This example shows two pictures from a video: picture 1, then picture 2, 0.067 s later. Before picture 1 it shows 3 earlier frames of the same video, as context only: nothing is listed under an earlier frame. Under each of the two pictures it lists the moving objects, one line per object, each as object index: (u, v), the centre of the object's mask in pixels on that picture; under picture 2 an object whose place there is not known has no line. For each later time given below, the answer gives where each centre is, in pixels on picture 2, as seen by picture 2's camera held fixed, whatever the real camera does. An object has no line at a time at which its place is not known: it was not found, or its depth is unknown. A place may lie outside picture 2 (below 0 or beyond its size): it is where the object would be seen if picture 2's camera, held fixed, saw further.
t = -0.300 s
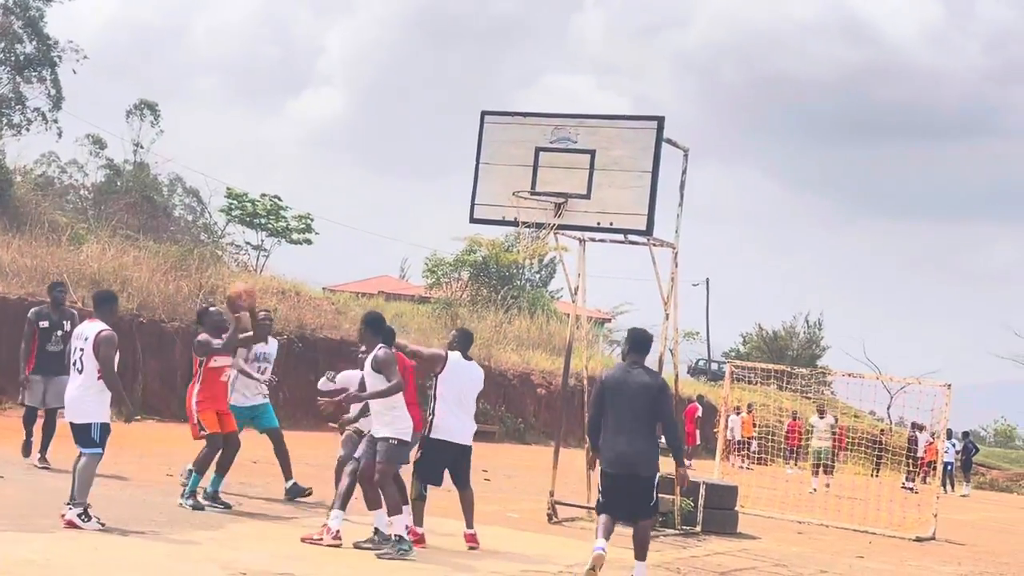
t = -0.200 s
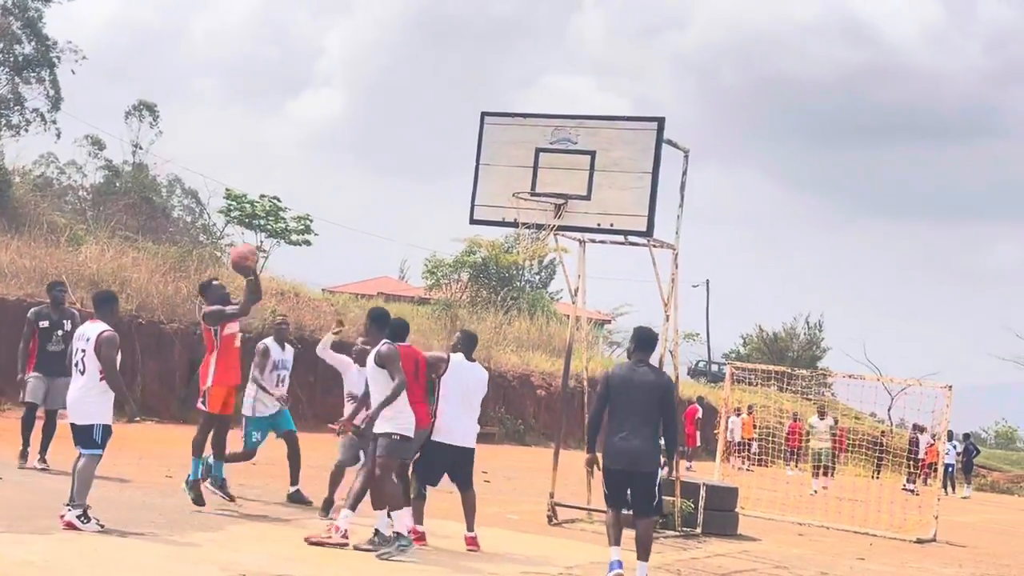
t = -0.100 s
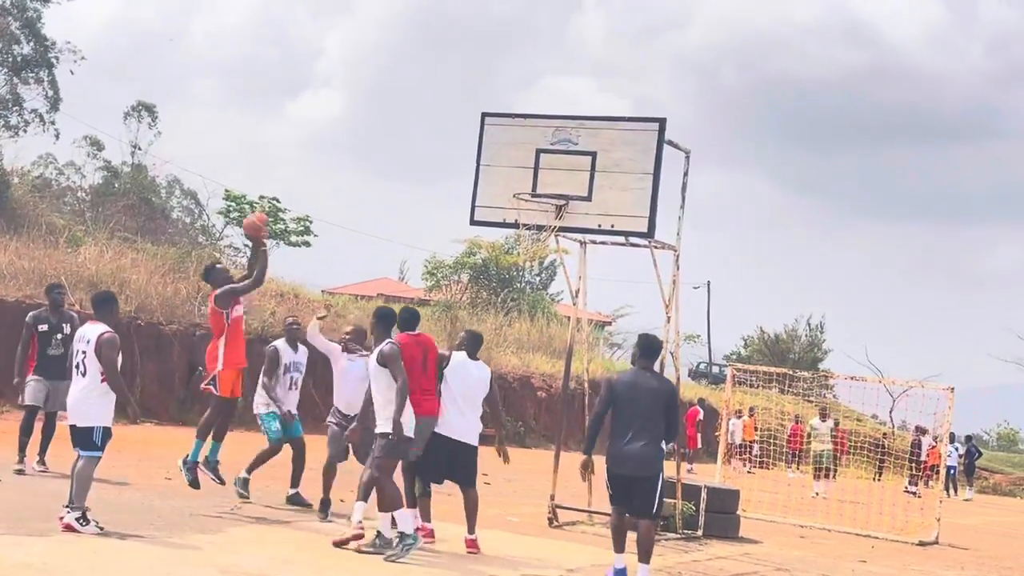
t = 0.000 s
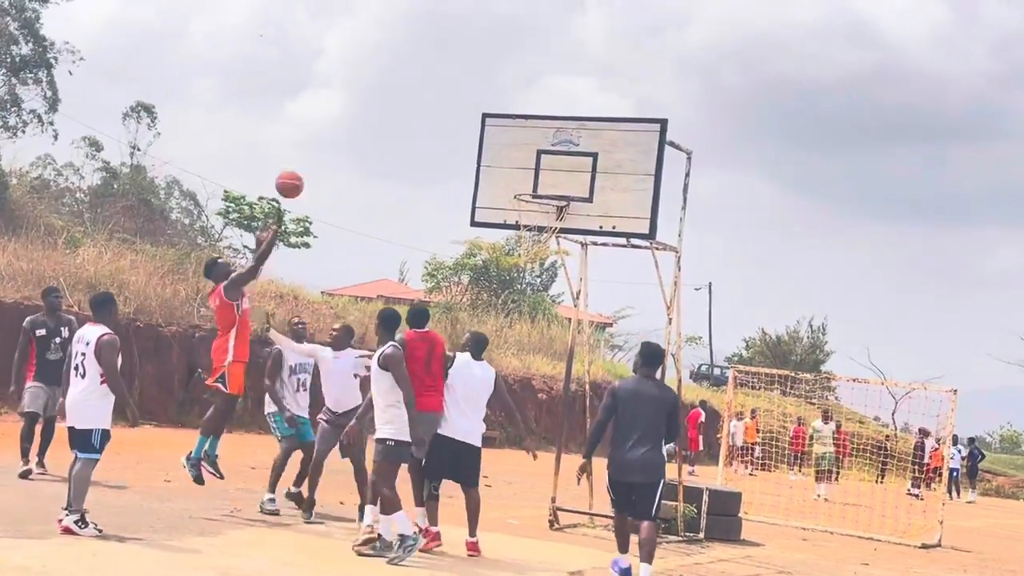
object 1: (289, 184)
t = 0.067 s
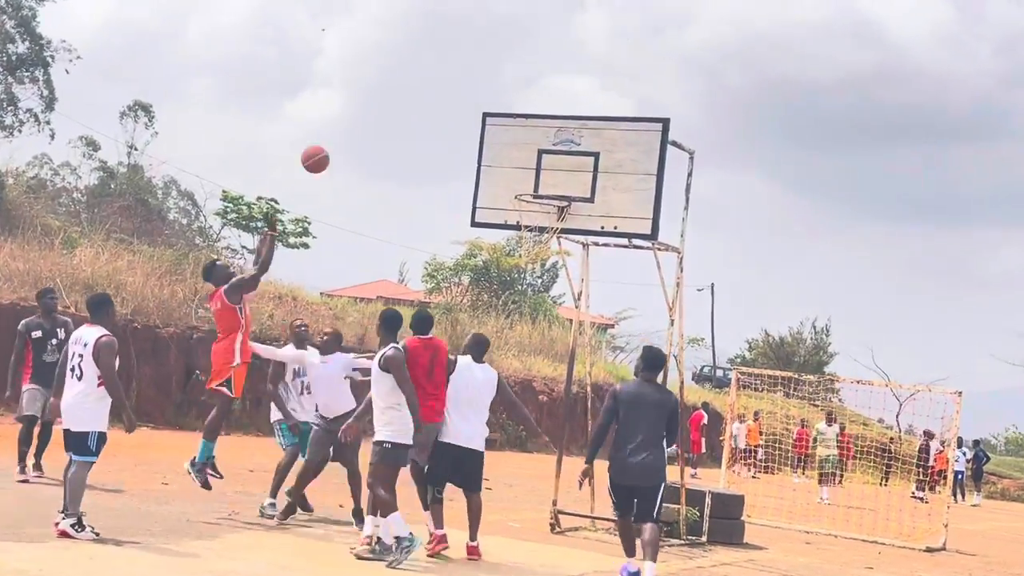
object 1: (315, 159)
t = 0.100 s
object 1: (328, 149)
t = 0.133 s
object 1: (341, 140)
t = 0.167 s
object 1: (354, 132)
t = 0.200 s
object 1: (367, 125)
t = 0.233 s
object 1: (380, 120)
